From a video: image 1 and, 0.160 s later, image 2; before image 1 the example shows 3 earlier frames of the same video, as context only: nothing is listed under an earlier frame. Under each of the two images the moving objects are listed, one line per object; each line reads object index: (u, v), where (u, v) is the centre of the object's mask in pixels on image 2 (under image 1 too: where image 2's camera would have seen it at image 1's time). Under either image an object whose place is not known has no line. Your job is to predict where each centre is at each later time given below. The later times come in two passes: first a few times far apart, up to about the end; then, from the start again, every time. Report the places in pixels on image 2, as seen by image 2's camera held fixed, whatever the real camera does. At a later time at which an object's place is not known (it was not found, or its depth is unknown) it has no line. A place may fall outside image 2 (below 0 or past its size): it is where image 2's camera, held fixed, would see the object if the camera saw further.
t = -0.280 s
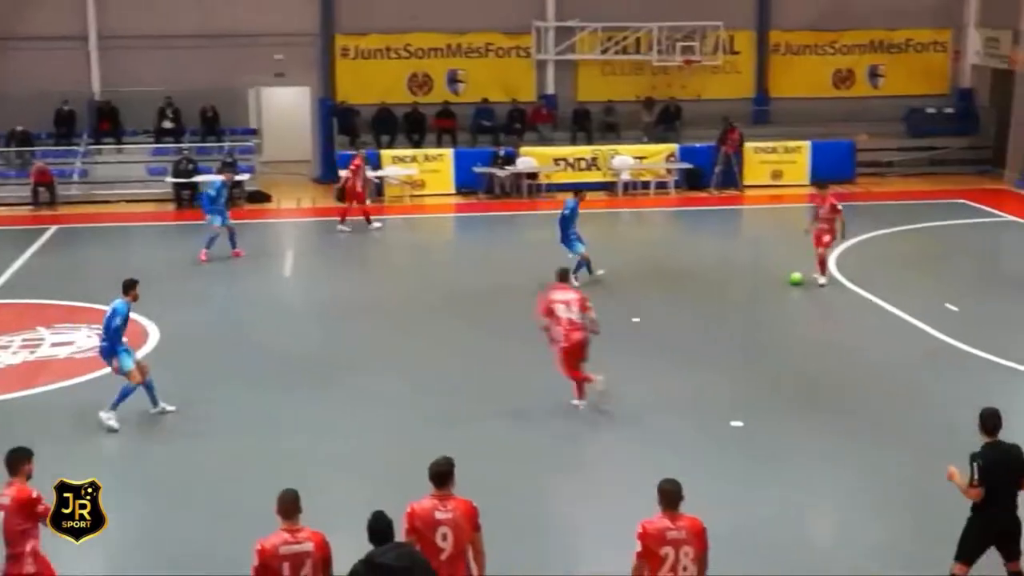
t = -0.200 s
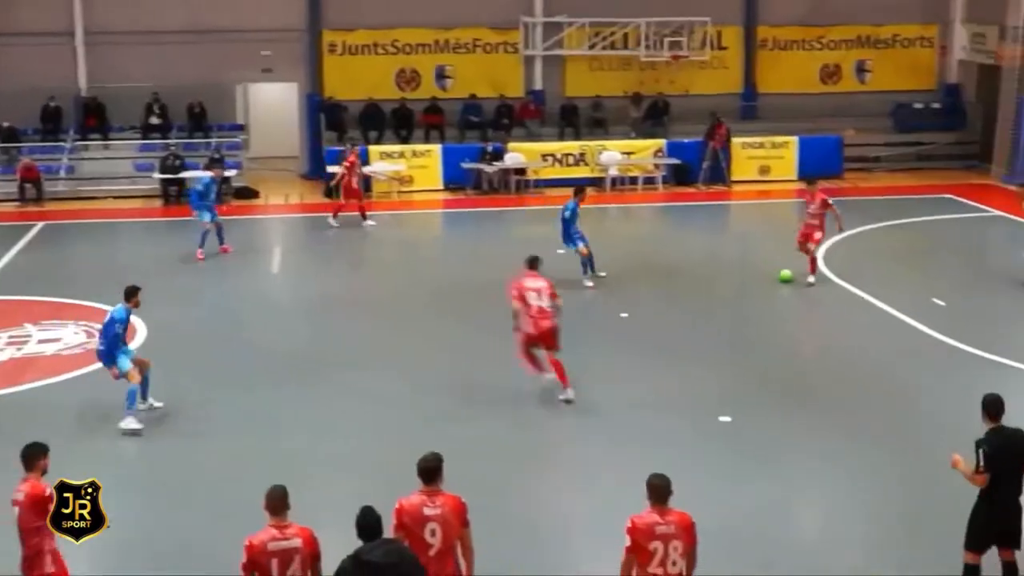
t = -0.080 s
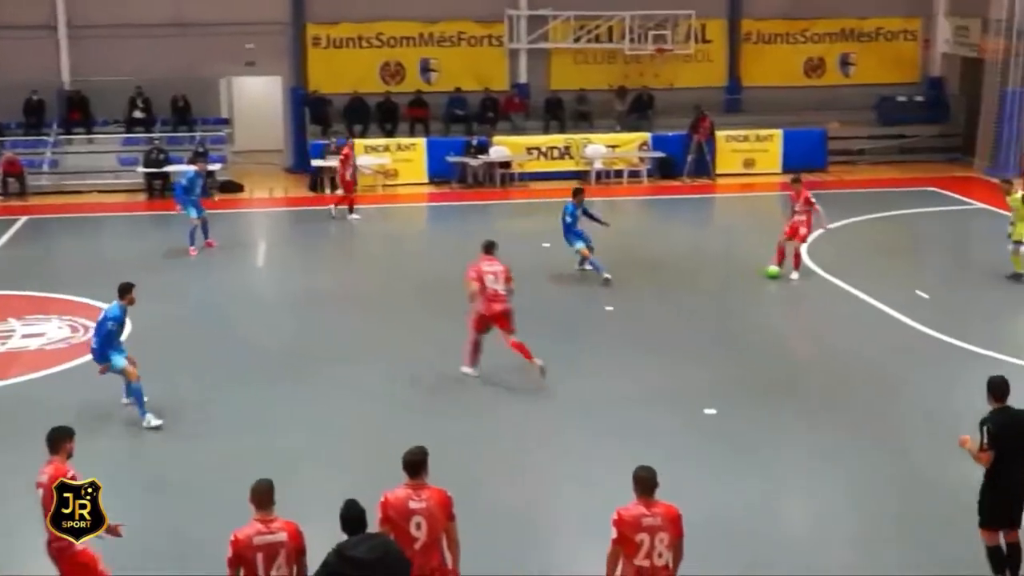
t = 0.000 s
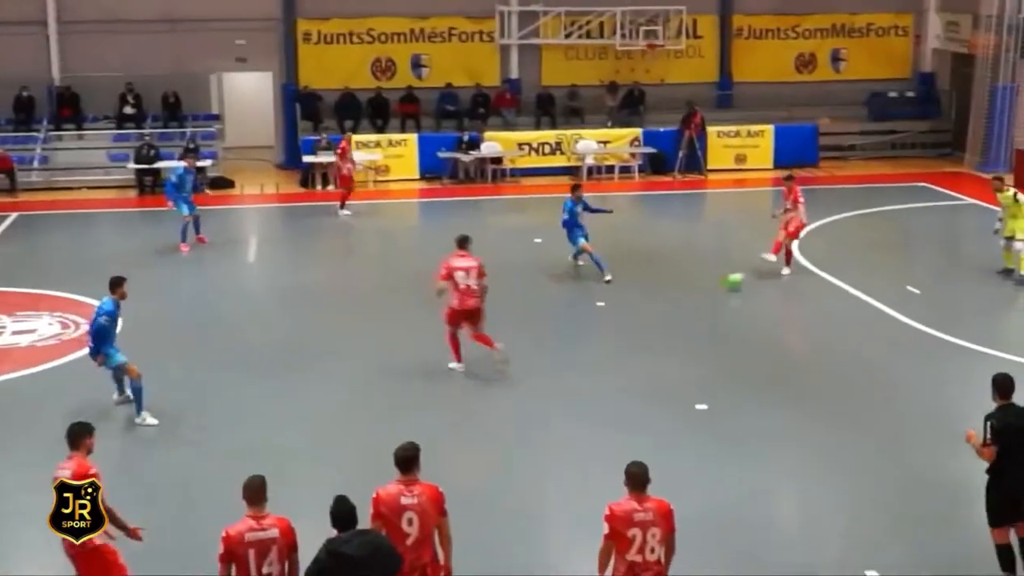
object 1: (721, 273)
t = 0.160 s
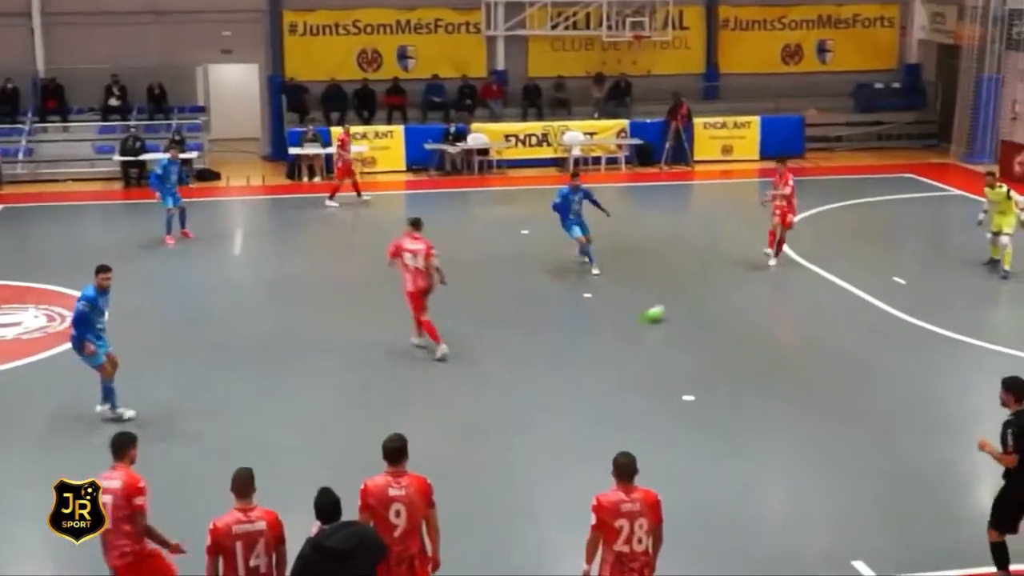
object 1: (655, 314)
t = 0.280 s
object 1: (597, 349)
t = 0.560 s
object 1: (438, 448)
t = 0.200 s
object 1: (637, 325)
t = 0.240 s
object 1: (618, 336)
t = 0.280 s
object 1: (597, 349)
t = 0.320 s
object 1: (577, 361)
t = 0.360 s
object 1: (556, 374)
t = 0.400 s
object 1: (535, 388)
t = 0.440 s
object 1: (512, 402)
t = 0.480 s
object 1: (487, 417)
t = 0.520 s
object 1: (463, 432)
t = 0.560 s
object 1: (438, 448)
